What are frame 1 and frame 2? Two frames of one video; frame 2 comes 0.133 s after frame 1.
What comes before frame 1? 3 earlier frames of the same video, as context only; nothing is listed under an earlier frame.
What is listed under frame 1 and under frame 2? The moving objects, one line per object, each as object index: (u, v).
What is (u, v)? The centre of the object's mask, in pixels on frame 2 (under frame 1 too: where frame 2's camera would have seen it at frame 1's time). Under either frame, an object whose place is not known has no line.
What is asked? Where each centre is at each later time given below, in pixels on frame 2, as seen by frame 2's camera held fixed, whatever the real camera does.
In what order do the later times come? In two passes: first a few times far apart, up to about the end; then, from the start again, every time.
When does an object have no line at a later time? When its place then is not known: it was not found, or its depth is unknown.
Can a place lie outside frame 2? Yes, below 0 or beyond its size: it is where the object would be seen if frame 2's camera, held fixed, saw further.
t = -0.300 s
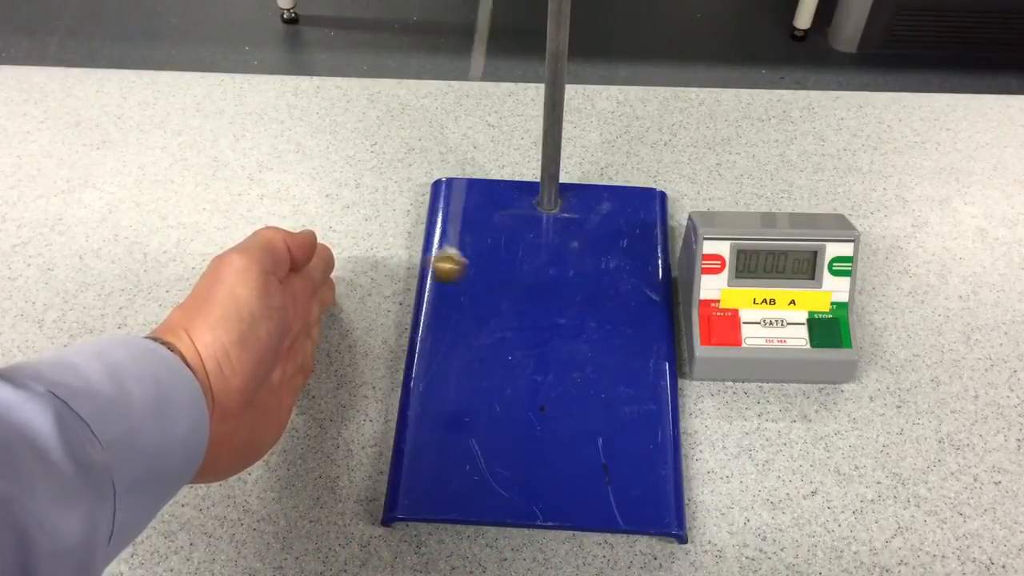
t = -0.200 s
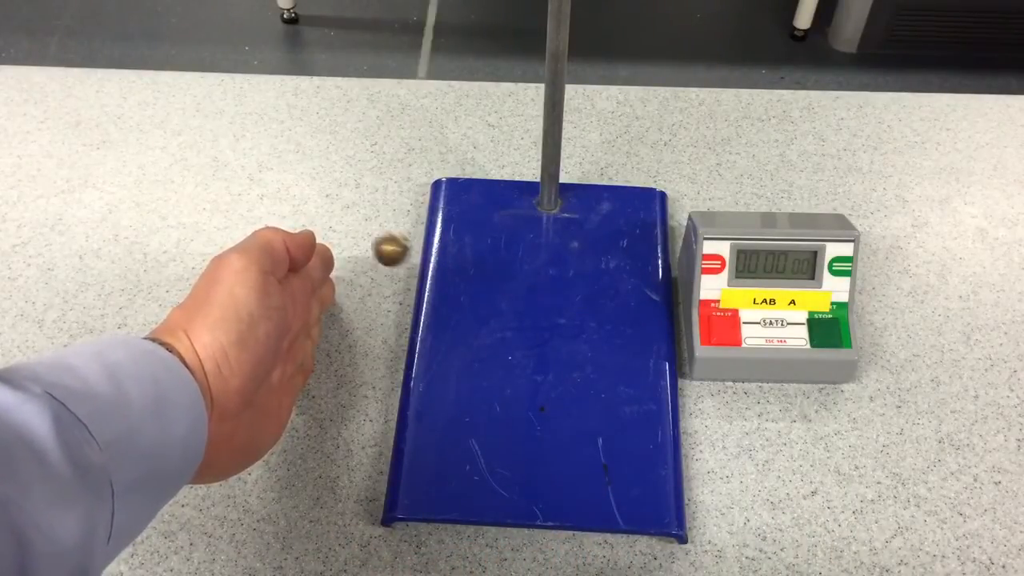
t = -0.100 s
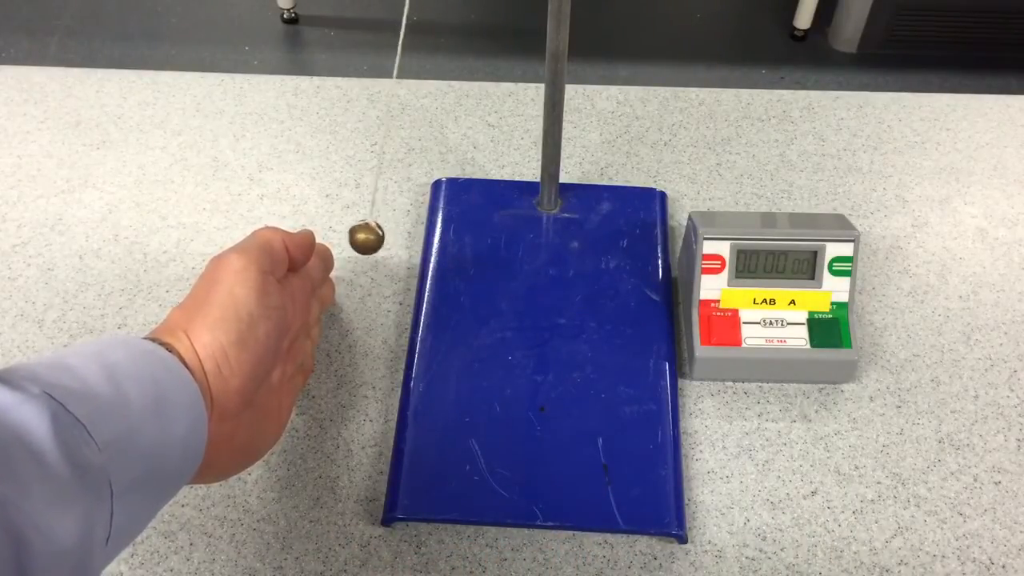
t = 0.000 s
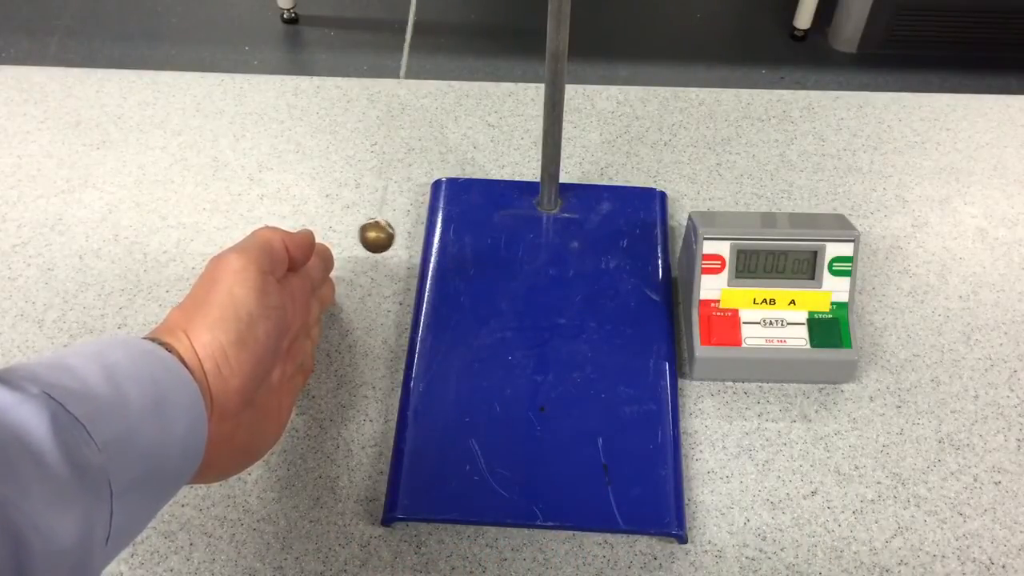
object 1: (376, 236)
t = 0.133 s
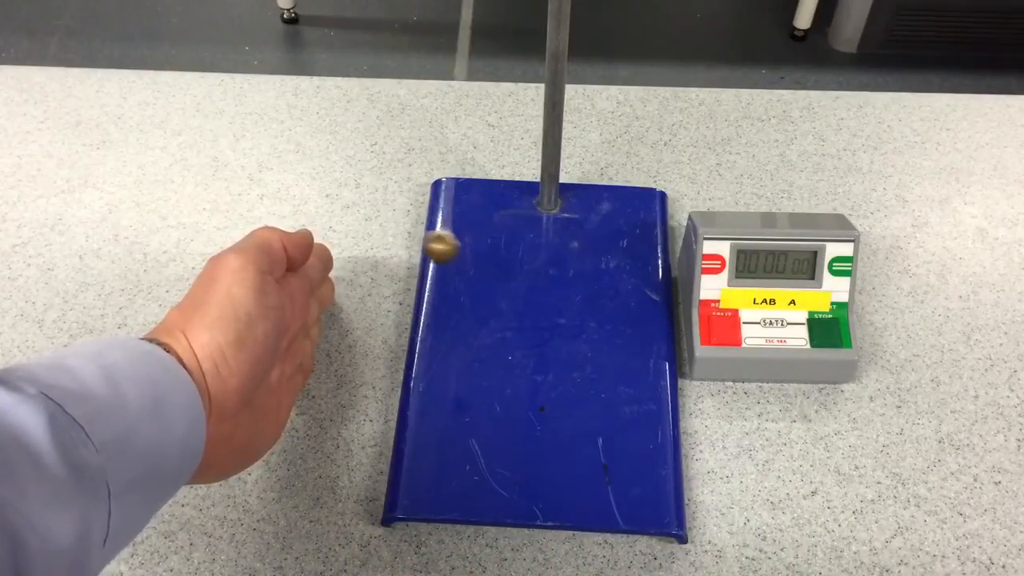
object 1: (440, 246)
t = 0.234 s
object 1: (514, 259)
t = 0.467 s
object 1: (688, 286)
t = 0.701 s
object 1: (722, 299)
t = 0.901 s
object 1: (601, 293)
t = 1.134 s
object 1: (422, 258)
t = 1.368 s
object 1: (372, 235)
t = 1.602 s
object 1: (492, 255)
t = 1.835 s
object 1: (670, 284)
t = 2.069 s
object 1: (727, 299)
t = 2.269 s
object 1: (622, 296)
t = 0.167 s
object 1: (464, 250)
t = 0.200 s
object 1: (488, 255)
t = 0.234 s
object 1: (514, 259)
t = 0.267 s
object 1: (541, 264)
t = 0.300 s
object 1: (569, 269)
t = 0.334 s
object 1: (596, 273)
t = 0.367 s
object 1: (622, 276)
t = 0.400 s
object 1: (647, 280)
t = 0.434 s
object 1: (669, 283)
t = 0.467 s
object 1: (688, 286)
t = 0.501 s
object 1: (706, 289)
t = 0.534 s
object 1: (720, 292)
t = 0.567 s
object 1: (729, 294)
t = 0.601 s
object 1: (734, 295)
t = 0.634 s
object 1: (734, 296)
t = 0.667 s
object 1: (731, 298)
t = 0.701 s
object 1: (722, 299)
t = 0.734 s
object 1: (710, 300)
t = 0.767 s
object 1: (692, 299)
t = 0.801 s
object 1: (673, 300)
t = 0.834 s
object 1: (652, 298)
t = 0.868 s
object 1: (627, 296)
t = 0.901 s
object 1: (601, 293)
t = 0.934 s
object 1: (574, 289)
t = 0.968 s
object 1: (546, 285)
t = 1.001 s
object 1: (519, 280)
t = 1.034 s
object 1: (493, 275)
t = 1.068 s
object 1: (467, 268)
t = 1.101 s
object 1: (446, 263)
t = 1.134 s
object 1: (422, 258)
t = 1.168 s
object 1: (405, 253)
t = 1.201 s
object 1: (391, 248)
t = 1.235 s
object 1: (380, 243)
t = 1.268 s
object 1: (372, 239)
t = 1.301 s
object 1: (368, 236)
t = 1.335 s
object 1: (368, 235)
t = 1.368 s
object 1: (372, 235)
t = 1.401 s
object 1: (380, 235)
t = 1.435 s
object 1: (392, 237)
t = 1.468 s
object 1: (405, 240)
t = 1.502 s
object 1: (423, 243)
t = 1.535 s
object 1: (446, 246)
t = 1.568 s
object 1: (467, 250)
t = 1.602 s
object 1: (492, 255)
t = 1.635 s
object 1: (518, 260)
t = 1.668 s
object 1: (546, 265)
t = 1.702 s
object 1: (573, 270)
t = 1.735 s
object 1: (600, 274)
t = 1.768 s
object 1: (625, 277)
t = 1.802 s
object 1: (650, 281)
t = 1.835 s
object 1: (670, 284)
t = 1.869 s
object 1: (689, 287)
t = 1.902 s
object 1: (706, 290)
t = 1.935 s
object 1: (719, 293)
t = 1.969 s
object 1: (728, 295)
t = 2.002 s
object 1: (732, 296)
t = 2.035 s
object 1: (732, 298)
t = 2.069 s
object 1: (727, 299)
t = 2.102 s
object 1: (718, 301)
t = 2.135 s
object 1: (706, 302)
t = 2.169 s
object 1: (688, 300)
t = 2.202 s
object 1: (669, 299)
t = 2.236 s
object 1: (646, 298)
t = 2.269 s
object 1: (622, 296)
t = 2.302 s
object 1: (596, 293)
